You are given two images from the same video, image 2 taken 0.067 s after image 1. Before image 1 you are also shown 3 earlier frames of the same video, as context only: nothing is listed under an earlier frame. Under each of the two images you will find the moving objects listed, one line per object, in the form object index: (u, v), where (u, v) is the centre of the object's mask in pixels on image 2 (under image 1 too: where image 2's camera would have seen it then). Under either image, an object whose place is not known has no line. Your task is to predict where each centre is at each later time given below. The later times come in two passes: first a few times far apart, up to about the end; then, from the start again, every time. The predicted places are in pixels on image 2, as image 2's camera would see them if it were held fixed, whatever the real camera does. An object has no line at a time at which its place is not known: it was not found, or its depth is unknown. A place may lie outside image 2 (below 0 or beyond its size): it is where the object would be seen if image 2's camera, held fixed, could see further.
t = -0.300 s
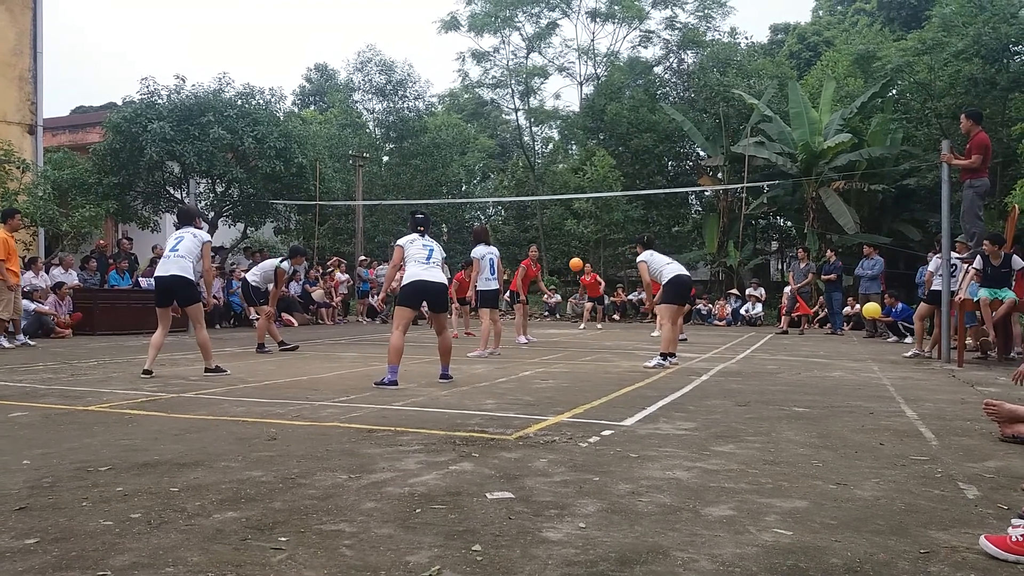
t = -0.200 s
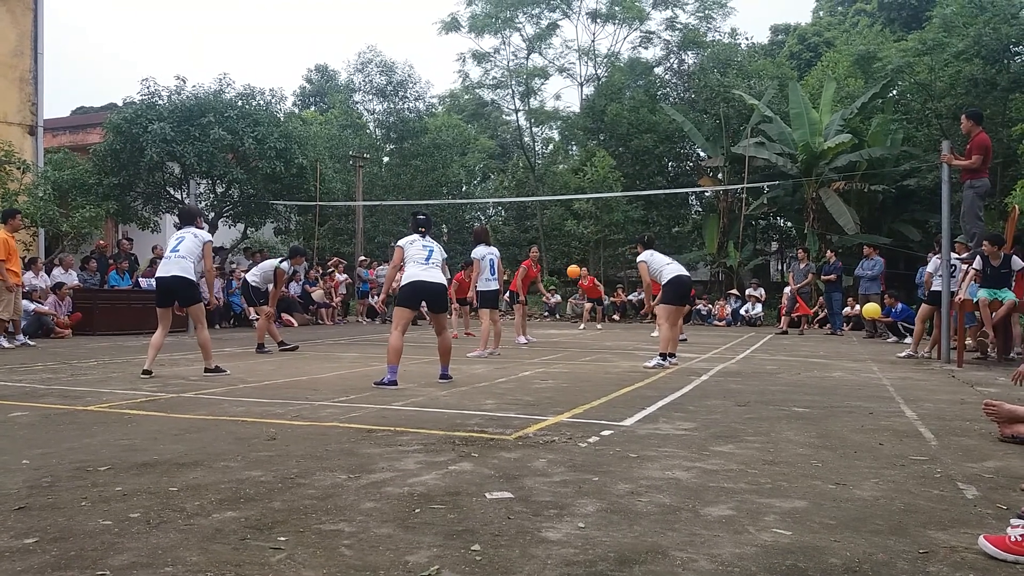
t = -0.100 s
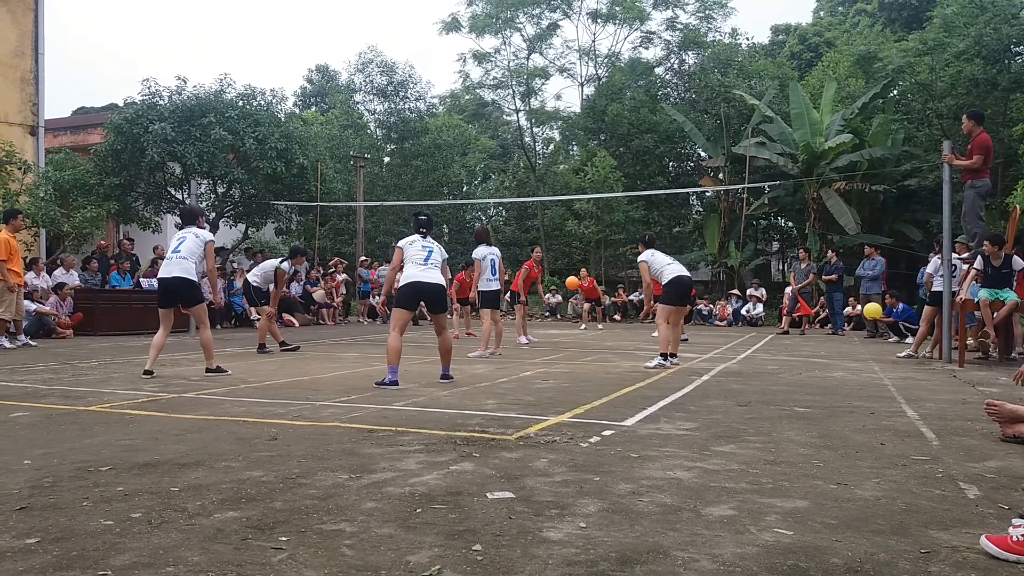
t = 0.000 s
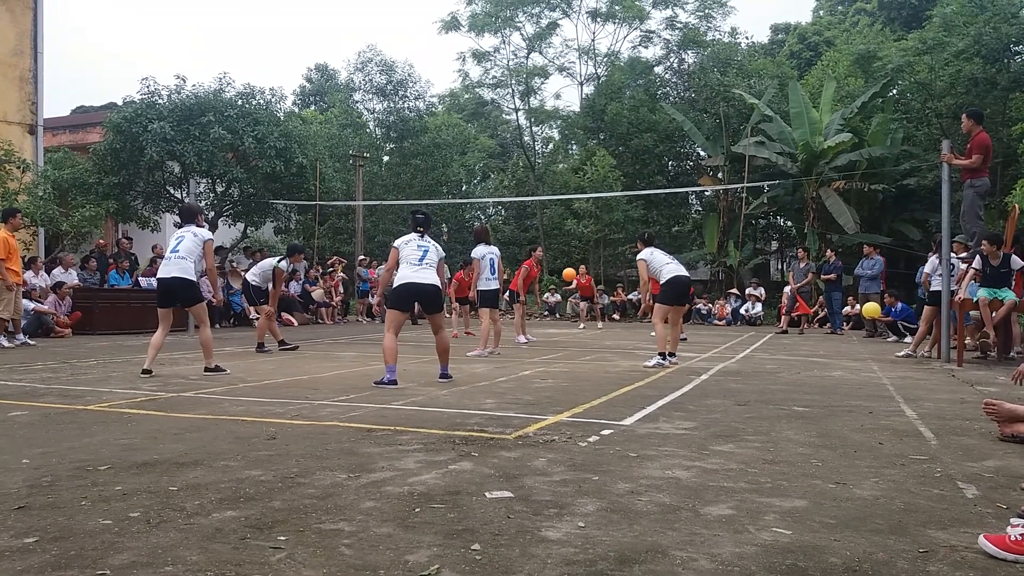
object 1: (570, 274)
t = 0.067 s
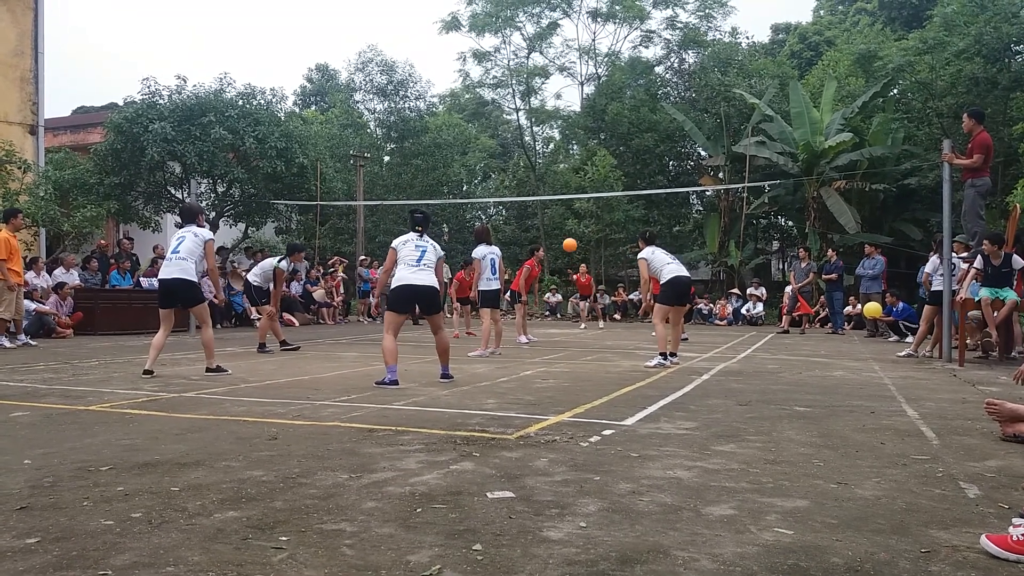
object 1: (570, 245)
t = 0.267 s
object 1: (566, 163)
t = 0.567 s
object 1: (556, 72)
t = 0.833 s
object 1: (548, 31)
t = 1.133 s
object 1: (536, 43)
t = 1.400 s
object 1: (523, 123)
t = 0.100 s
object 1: (570, 230)
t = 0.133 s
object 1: (569, 216)
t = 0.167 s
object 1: (569, 203)
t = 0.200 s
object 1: (568, 188)
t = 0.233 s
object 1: (567, 175)
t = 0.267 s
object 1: (566, 163)
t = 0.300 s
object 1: (564, 150)
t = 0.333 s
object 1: (563, 139)
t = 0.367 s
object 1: (562, 127)
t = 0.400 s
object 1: (561, 117)
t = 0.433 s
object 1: (560, 107)
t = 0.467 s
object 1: (559, 97)
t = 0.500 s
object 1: (558, 88)
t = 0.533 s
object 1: (557, 79)
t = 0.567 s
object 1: (556, 72)
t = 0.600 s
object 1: (555, 64)
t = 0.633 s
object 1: (554, 58)
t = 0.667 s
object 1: (553, 52)
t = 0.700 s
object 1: (552, 46)
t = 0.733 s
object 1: (551, 41)
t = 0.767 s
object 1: (550, 38)
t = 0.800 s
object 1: (549, 34)
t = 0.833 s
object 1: (548, 31)
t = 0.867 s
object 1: (547, 30)
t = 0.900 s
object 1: (546, 29)
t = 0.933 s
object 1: (544, 28)
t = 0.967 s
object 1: (543, 28)
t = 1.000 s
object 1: (542, 29)
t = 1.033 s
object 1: (540, 32)
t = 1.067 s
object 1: (538, 35)
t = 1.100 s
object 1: (537, 38)
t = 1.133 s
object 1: (536, 43)
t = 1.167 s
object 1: (535, 49)
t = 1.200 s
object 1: (533, 56)
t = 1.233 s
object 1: (531, 64)
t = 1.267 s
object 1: (530, 73)
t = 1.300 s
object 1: (528, 84)
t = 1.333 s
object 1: (526, 96)
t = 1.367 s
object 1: (525, 109)
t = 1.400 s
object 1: (523, 123)
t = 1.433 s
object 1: (521, 139)
